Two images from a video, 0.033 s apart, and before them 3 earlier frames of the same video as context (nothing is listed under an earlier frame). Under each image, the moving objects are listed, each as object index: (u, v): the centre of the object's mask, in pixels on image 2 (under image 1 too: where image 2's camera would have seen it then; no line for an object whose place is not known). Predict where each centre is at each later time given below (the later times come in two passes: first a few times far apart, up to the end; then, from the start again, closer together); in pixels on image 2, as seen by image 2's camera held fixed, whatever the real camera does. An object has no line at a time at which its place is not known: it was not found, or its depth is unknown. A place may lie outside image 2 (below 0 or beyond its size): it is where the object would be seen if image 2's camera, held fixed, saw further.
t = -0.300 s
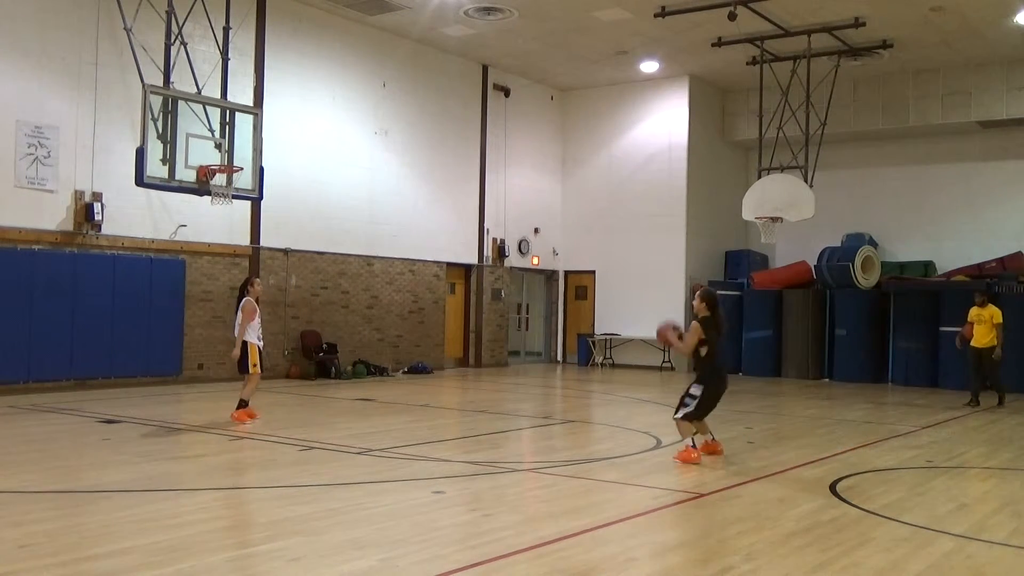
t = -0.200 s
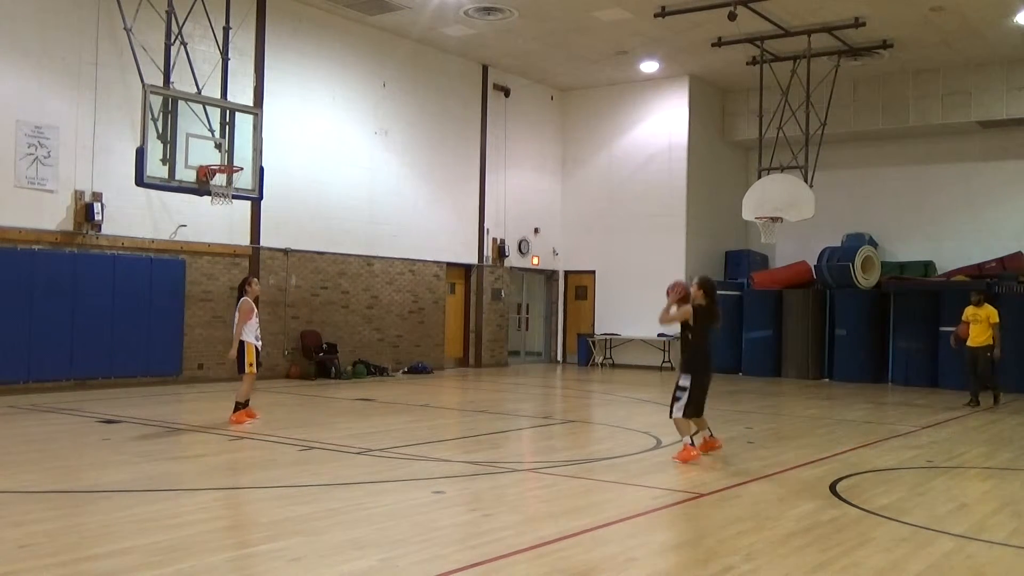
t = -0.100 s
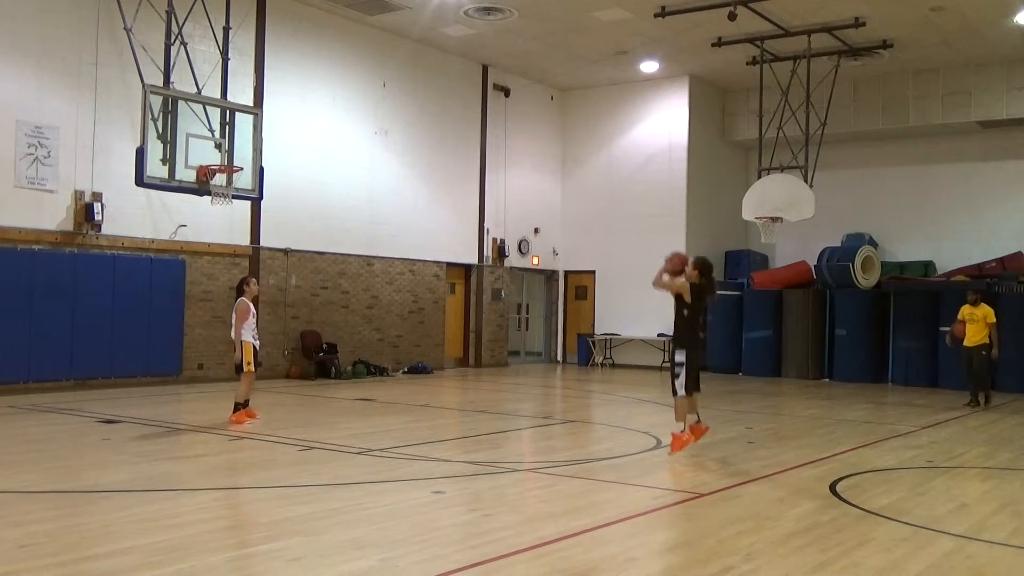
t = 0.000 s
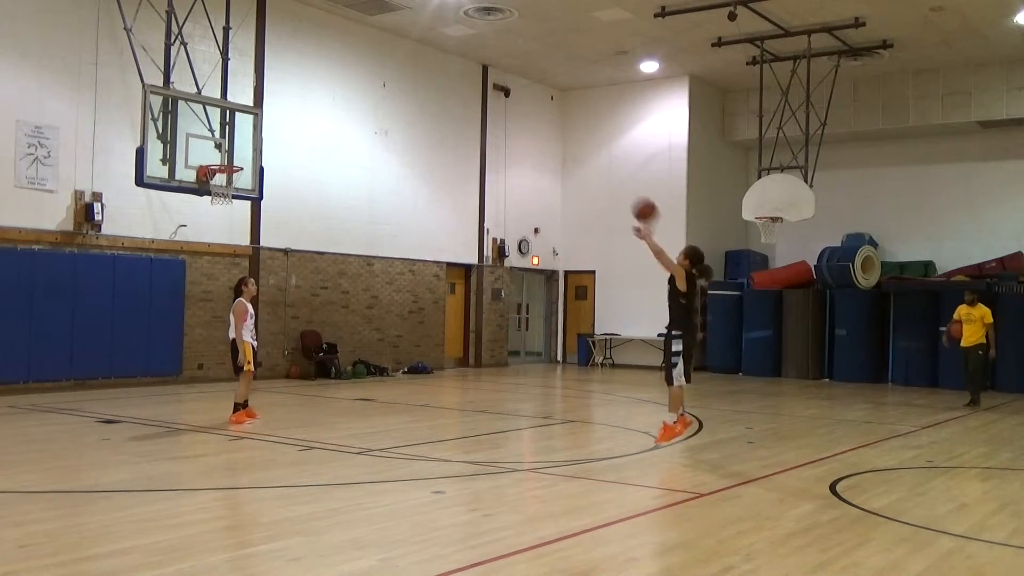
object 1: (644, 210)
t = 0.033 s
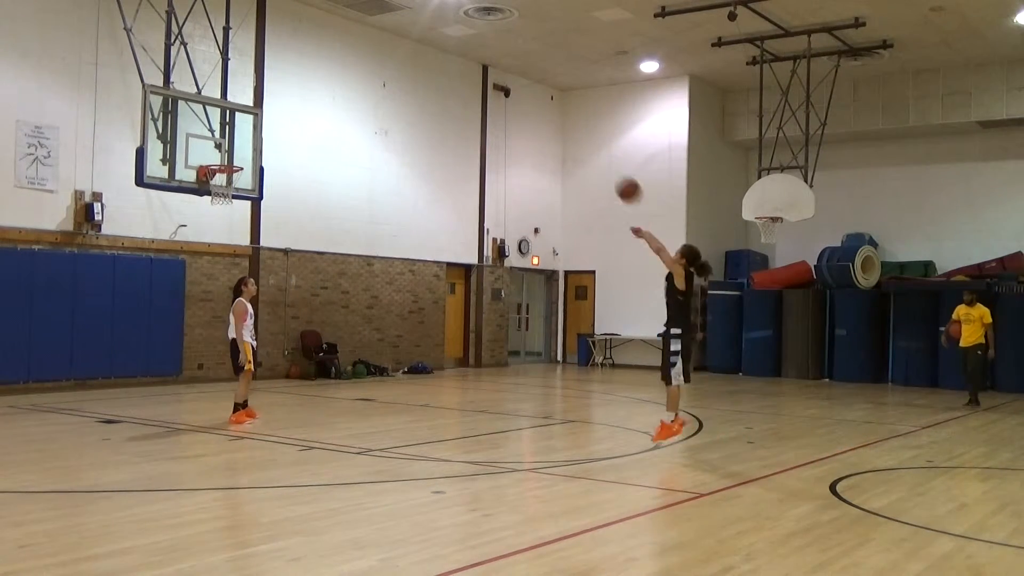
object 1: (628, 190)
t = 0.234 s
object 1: (537, 98)
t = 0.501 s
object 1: (430, 48)
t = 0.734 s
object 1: (350, 60)
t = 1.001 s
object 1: (270, 123)
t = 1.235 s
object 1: (223, 148)
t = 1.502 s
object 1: (249, 143)
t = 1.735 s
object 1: (280, 180)
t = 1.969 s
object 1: (312, 265)
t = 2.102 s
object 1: (329, 333)
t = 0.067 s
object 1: (612, 170)
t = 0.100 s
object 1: (597, 153)
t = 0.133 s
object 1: (581, 137)
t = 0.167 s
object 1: (566, 123)
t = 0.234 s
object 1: (537, 98)
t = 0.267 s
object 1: (523, 88)
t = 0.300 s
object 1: (509, 79)
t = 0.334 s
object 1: (495, 71)
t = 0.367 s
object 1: (481, 64)
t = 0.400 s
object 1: (468, 58)
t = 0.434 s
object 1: (455, 53)
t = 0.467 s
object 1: (442, 50)
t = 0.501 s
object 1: (430, 48)
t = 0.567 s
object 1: (406, 46)
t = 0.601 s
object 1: (394, 47)
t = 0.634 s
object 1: (383, 49)
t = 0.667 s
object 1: (372, 52)
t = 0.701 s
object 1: (360, 55)
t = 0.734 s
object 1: (350, 60)
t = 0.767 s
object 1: (339, 65)
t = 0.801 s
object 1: (329, 71)
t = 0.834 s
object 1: (318, 78)
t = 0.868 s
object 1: (308, 85)
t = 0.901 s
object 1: (299, 94)
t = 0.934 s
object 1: (289, 103)
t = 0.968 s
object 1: (279, 112)
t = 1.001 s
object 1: (270, 123)
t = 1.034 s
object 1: (260, 134)
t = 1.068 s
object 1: (251, 146)
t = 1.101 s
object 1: (243, 158)
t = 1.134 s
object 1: (238, 156)
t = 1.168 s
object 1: (233, 153)
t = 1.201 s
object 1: (228, 150)
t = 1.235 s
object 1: (223, 148)
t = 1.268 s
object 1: (219, 147)
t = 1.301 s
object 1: (222, 144)
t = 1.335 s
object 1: (227, 142)
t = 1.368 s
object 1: (231, 140)
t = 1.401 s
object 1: (236, 140)
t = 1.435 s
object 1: (240, 140)
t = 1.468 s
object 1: (244, 141)
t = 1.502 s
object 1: (249, 143)
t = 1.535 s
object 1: (253, 145)
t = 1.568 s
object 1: (258, 149)
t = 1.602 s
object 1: (262, 153)
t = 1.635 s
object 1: (267, 158)
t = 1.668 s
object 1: (271, 165)
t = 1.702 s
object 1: (275, 172)
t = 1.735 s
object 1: (280, 180)
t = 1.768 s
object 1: (285, 189)
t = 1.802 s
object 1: (289, 199)
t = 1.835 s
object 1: (294, 210)
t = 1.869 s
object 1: (298, 222)
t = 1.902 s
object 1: (303, 235)
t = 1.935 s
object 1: (307, 249)
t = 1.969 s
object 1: (312, 265)
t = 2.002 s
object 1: (316, 282)
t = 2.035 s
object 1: (320, 297)
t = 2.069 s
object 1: (324, 315)
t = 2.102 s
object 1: (329, 333)
